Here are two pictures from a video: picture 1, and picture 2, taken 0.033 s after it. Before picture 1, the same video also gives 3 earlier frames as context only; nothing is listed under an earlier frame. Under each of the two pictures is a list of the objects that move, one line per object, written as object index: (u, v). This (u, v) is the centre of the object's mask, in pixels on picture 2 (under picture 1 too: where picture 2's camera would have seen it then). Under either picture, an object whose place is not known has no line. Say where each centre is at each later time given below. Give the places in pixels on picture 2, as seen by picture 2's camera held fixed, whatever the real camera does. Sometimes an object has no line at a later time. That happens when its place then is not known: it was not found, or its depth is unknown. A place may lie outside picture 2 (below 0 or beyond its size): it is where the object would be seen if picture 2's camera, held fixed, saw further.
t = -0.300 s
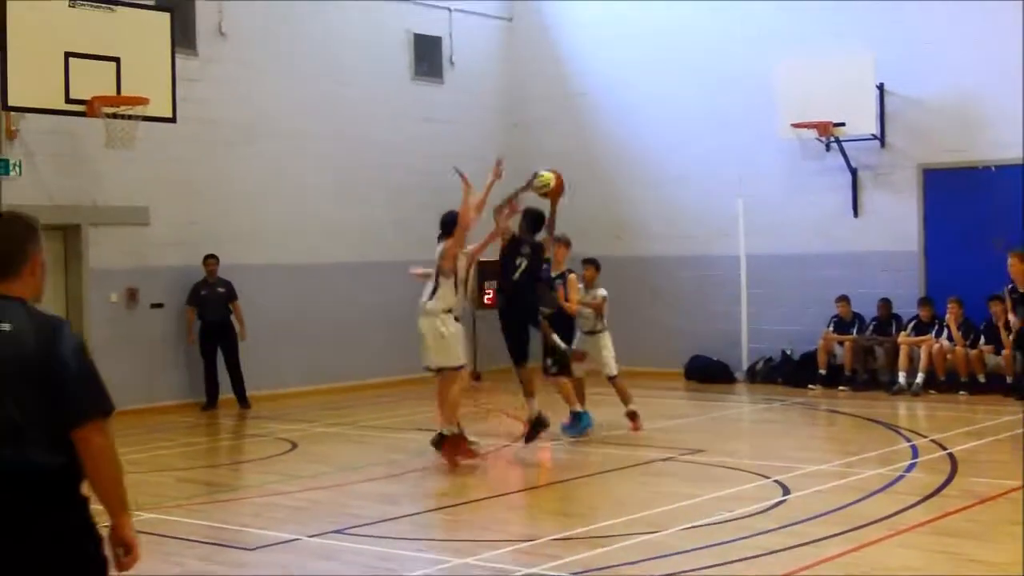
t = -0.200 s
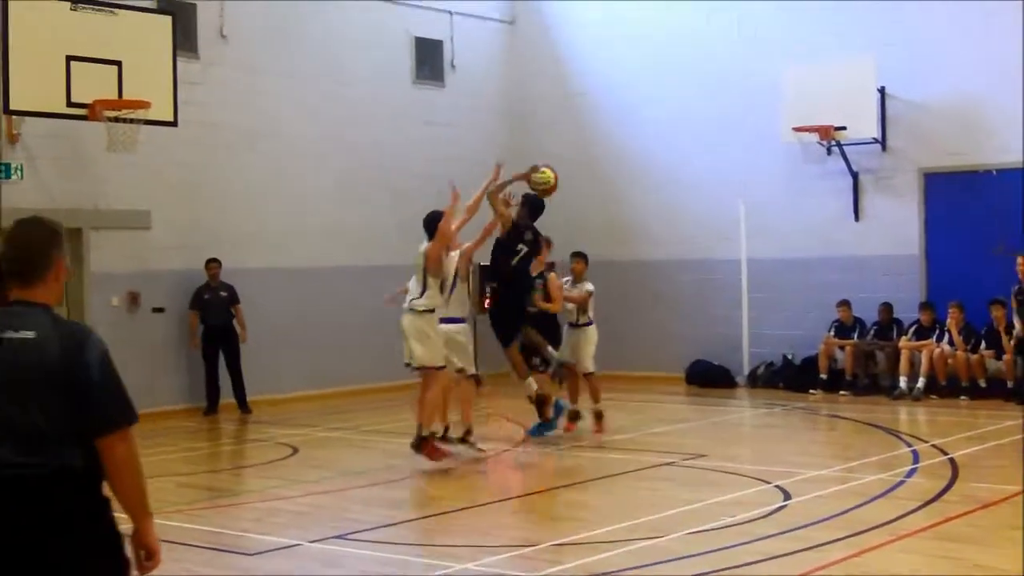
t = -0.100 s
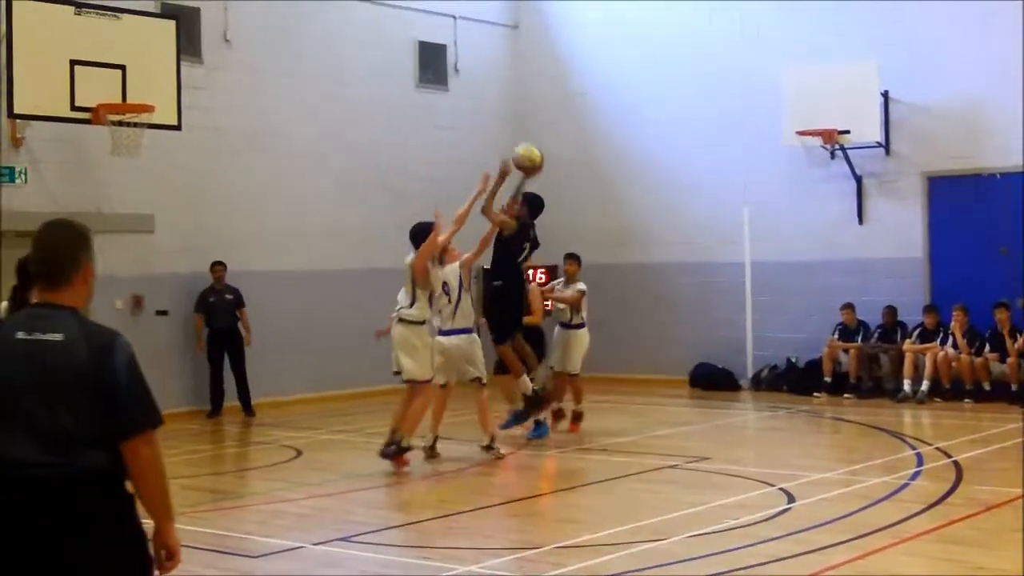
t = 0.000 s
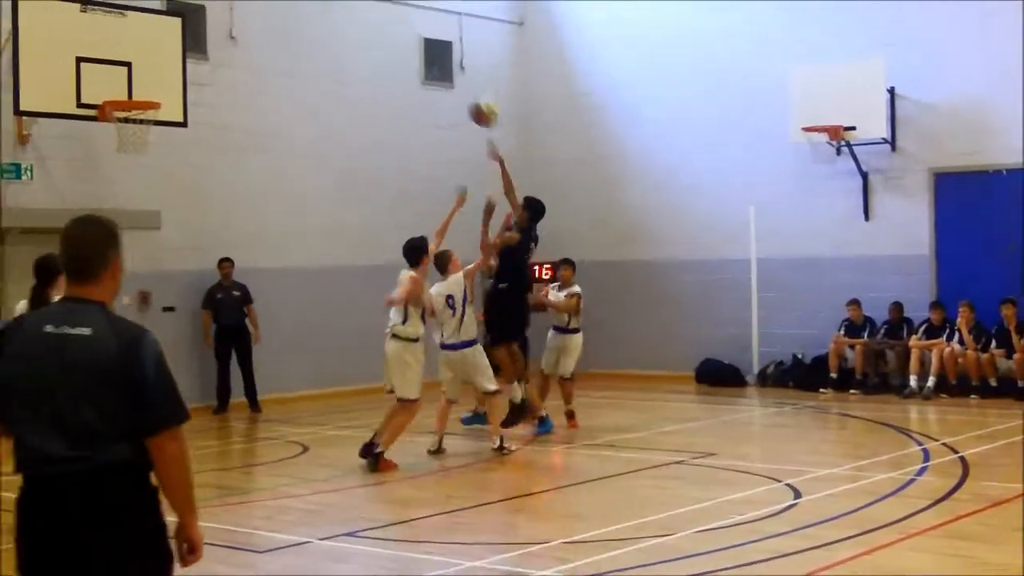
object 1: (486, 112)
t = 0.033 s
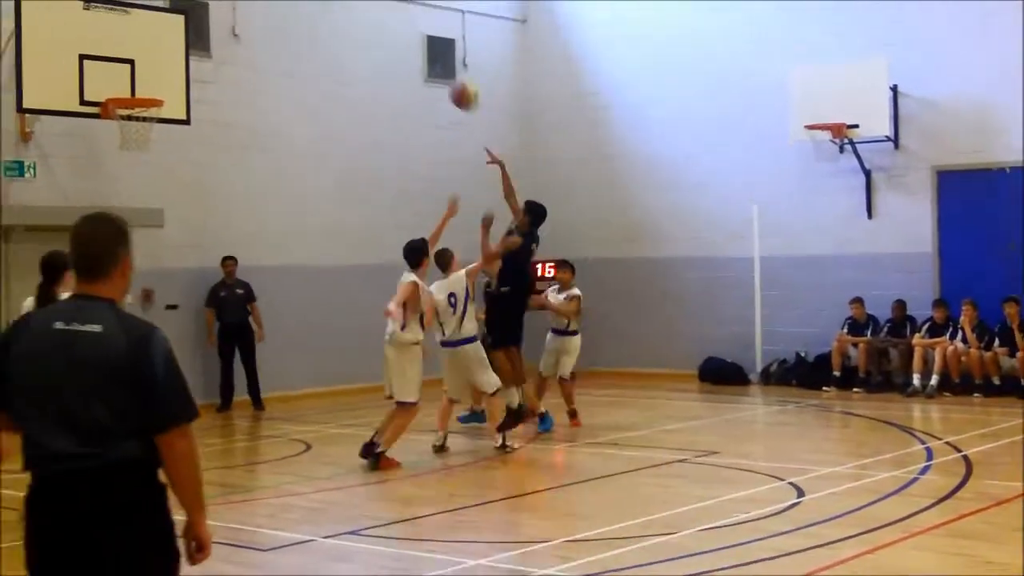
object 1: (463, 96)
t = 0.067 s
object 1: (443, 82)
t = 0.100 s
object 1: (425, 71)
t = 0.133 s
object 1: (404, 60)
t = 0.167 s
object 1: (386, 51)
